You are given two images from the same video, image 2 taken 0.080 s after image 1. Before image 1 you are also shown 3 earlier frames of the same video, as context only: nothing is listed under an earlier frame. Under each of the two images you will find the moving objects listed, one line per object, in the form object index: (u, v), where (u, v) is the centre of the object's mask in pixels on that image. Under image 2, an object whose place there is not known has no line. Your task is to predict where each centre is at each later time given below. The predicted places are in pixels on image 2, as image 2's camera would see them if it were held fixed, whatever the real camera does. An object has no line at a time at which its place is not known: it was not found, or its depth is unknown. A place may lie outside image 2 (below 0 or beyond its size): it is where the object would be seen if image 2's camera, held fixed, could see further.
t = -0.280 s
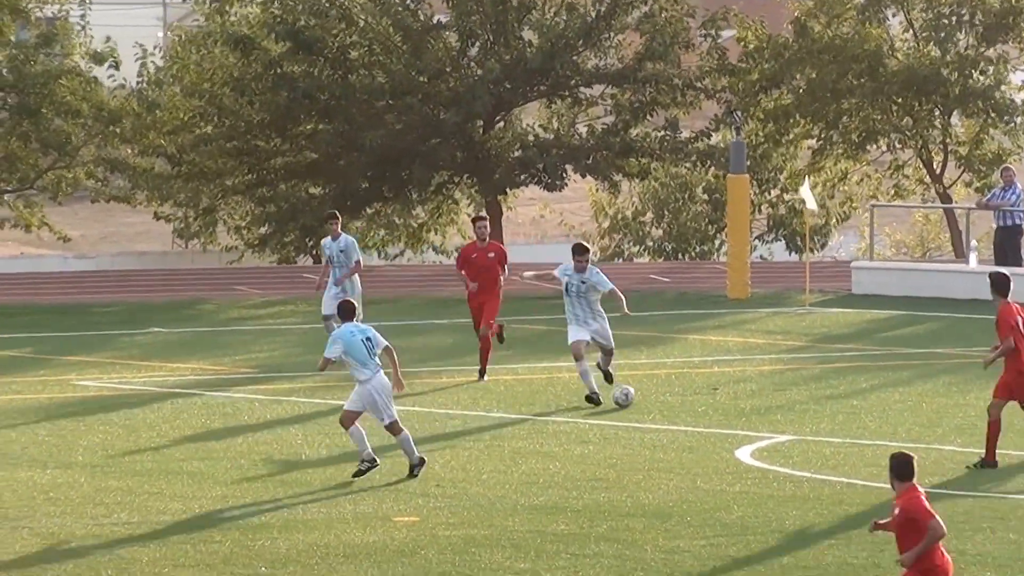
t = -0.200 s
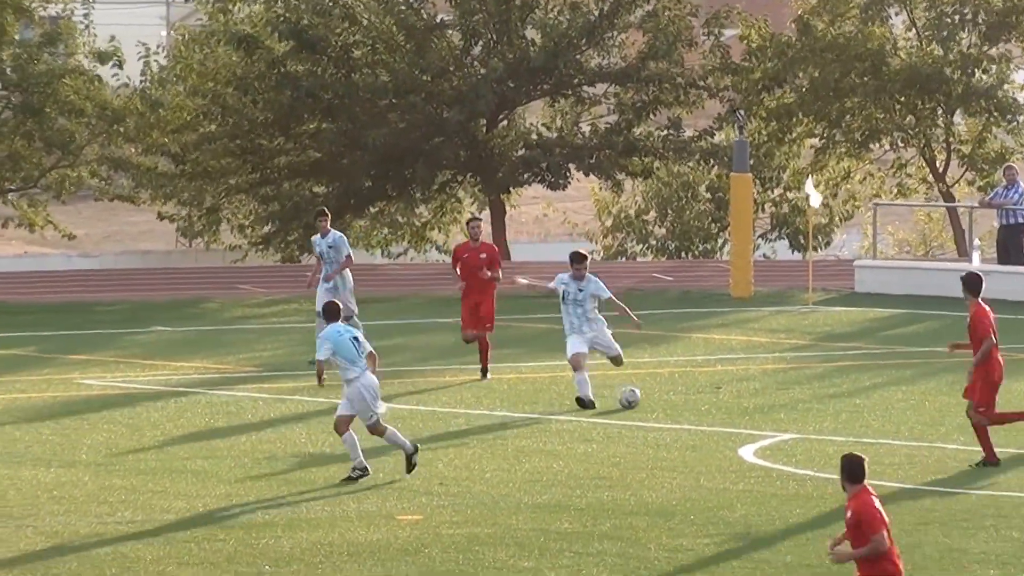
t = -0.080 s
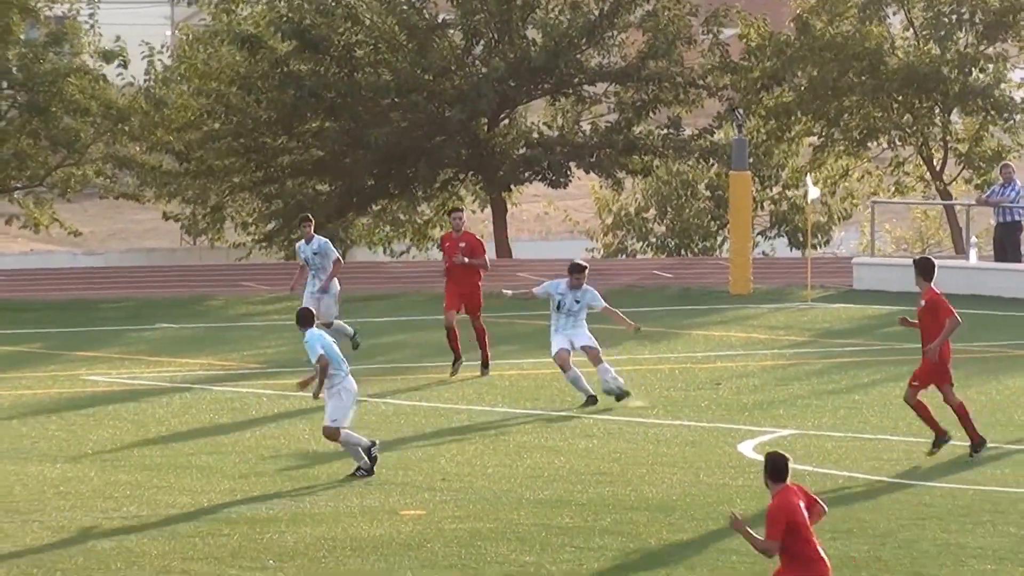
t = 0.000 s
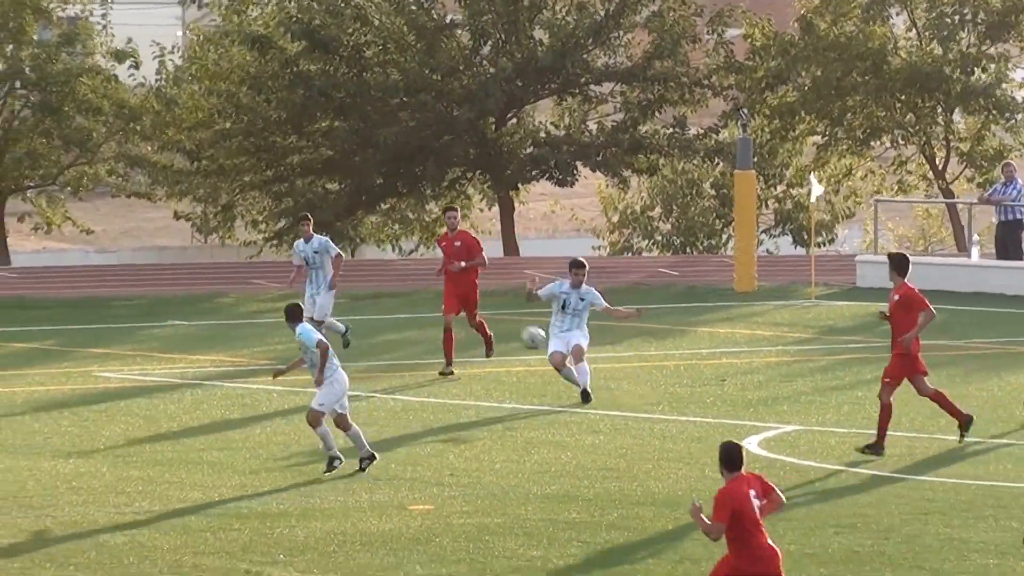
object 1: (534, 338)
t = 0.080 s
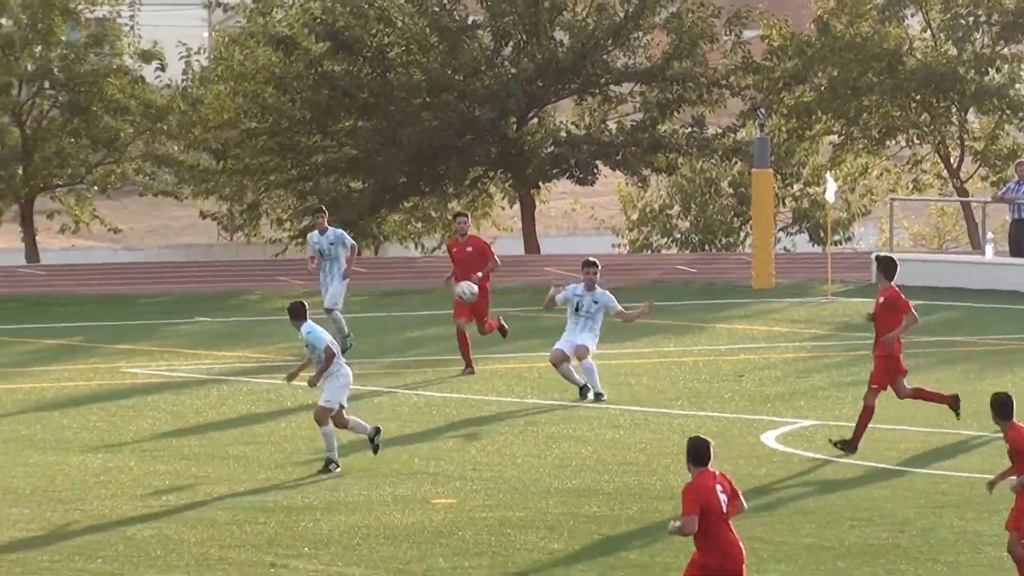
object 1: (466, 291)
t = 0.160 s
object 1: (376, 251)
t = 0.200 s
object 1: (328, 229)
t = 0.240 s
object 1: (283, 212)
